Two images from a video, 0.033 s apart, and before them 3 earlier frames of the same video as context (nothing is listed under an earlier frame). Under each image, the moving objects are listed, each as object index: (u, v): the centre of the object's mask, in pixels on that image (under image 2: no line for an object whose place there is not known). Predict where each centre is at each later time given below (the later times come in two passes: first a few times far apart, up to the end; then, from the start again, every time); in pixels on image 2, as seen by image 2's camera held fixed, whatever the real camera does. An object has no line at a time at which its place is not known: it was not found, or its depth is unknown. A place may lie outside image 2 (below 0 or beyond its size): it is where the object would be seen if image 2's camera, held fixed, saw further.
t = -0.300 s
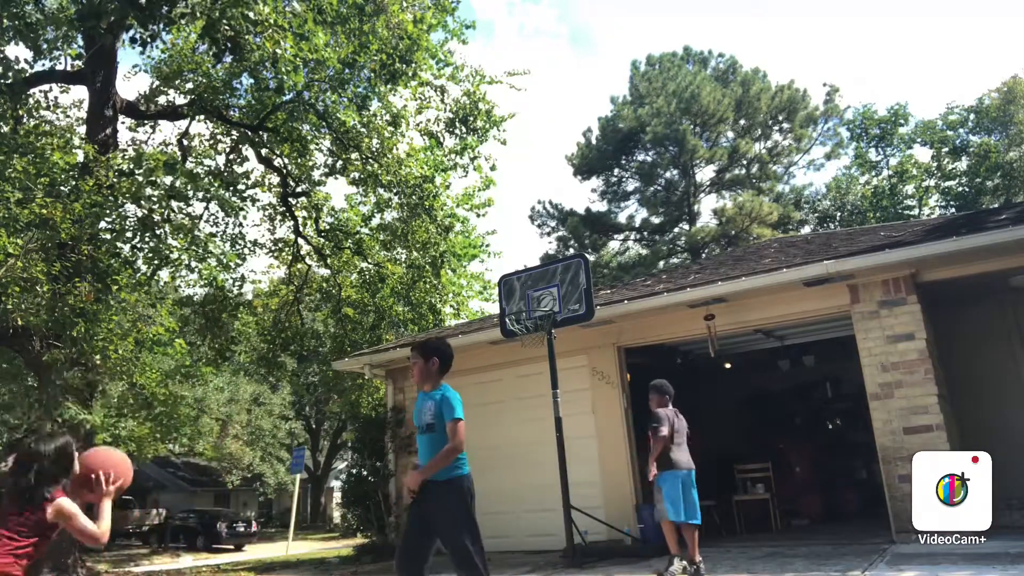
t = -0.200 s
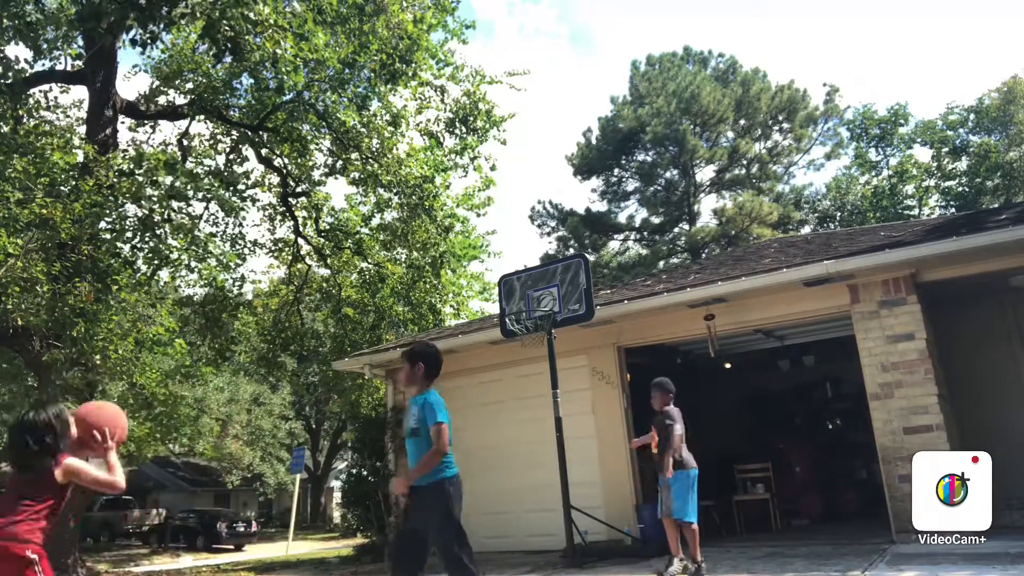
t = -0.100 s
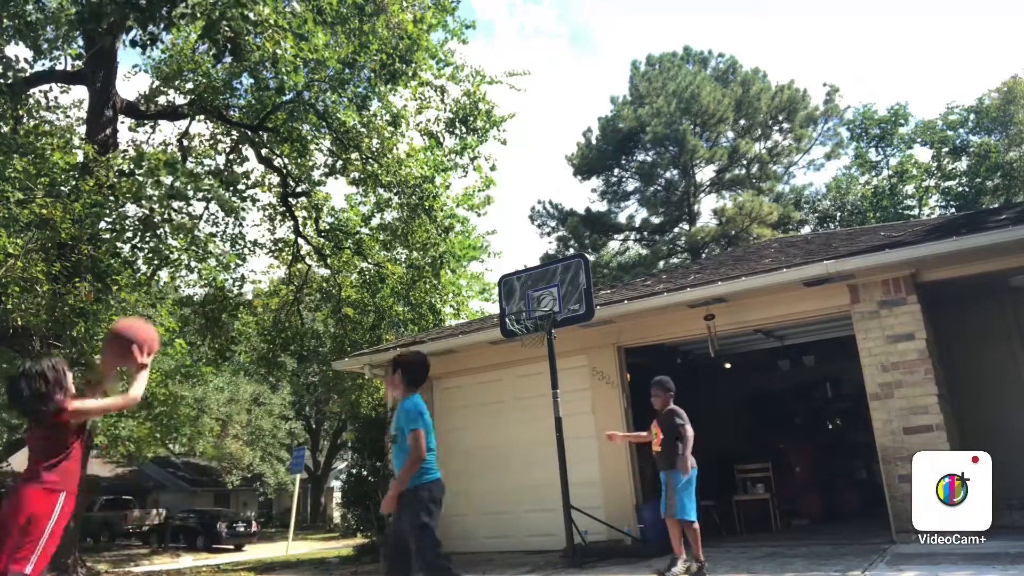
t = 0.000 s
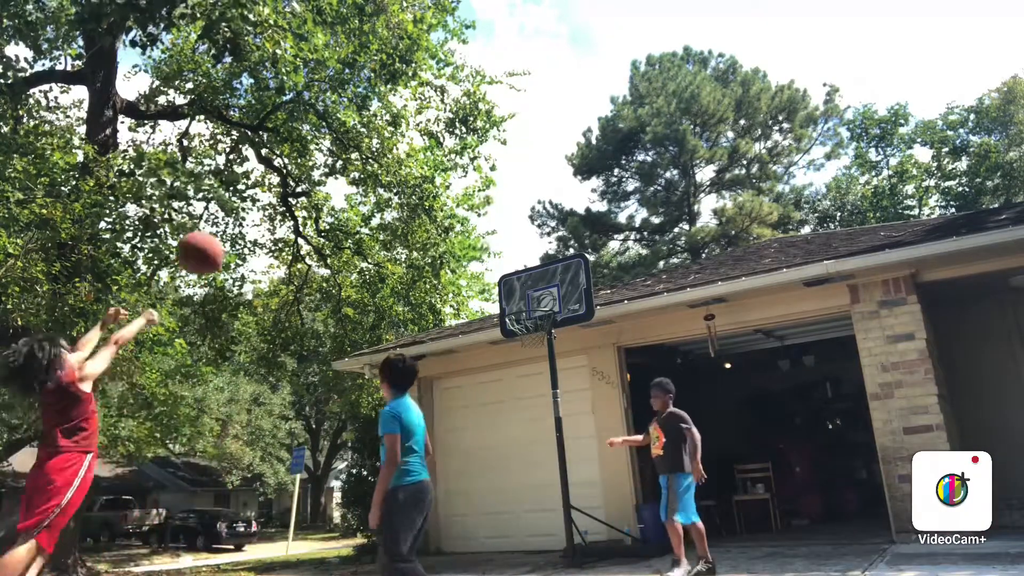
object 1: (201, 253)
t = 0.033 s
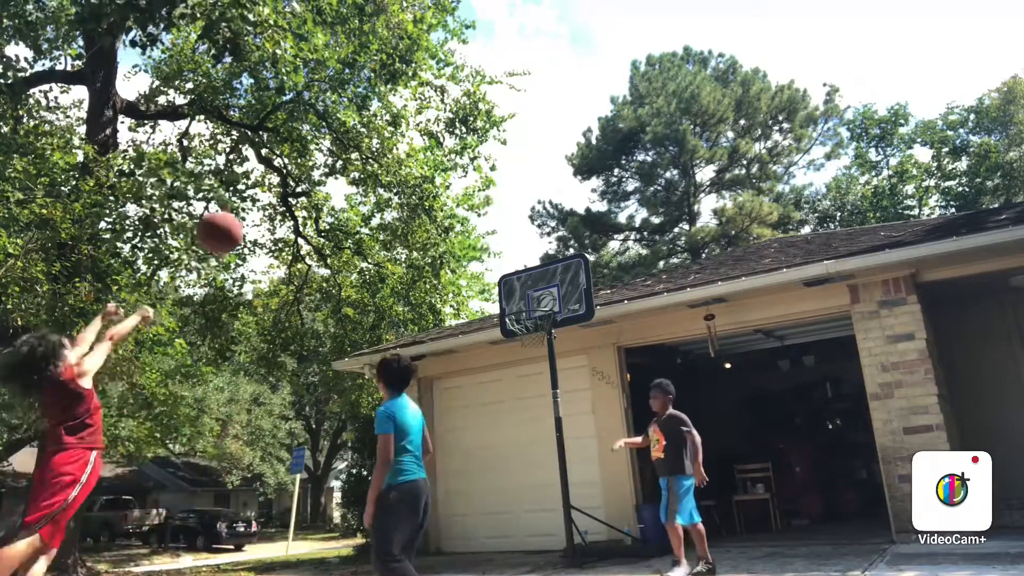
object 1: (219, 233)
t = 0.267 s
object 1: (331, 154)
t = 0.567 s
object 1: (429, 175)
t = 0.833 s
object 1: (495, 265)
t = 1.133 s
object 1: (475, 274)
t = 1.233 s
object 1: (453, 274)
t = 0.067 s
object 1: (239, 214)
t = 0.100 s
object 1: (256, 198)
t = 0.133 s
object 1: (274, 185)
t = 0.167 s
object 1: (289, 175)
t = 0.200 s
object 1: (304, 165)
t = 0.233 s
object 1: (317, 159)
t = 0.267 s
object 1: (331, 154)
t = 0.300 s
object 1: (343, 151)
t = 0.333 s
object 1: (356, 149)
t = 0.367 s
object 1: (367, 149)
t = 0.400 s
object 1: (378, 150)
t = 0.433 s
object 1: (389, 153)
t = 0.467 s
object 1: (400, 157)
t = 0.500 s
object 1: (409, 161)
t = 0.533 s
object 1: (418, 168)
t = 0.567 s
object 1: (429, 175)
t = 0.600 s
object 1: (438, 182)
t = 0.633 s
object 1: (446, 192)
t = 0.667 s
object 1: (455, 202)
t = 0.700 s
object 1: (463, 211)
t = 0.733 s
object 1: (472, 224)
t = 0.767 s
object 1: (479, 237)
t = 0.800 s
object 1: (488, 251)
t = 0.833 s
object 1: (495, 265)
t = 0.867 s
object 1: (503, 281)
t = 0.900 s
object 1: (511, 296)
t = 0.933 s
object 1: (514, 304)
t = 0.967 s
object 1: (508, 297)
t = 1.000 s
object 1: (502, 291)
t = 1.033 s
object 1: (495, 286)
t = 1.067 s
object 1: (488, 281)
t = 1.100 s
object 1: (481, 277)
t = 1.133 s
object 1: (475, 274)
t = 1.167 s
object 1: (468, 272)
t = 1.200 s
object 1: (460, 272)
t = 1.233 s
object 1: (453, 274)
